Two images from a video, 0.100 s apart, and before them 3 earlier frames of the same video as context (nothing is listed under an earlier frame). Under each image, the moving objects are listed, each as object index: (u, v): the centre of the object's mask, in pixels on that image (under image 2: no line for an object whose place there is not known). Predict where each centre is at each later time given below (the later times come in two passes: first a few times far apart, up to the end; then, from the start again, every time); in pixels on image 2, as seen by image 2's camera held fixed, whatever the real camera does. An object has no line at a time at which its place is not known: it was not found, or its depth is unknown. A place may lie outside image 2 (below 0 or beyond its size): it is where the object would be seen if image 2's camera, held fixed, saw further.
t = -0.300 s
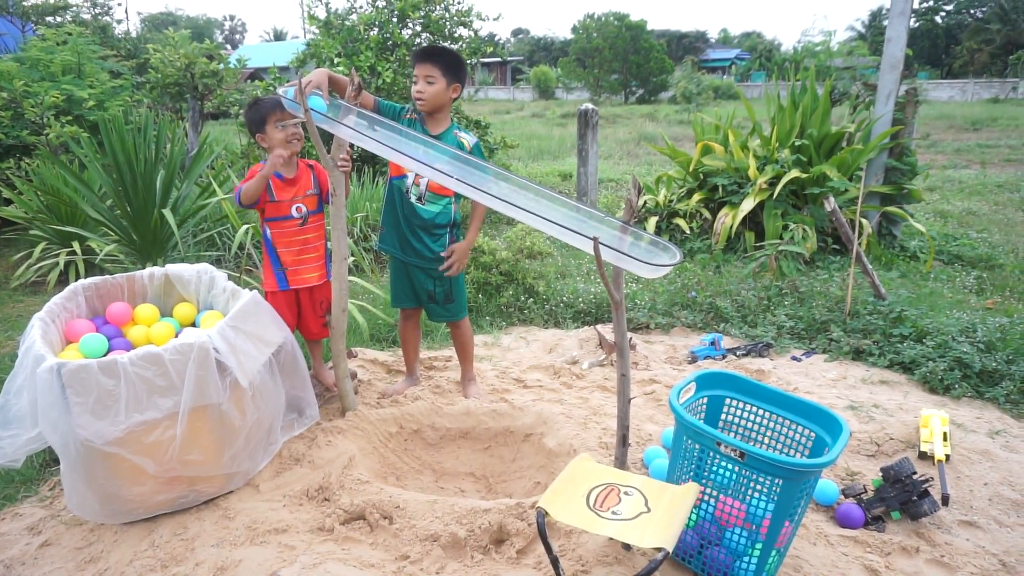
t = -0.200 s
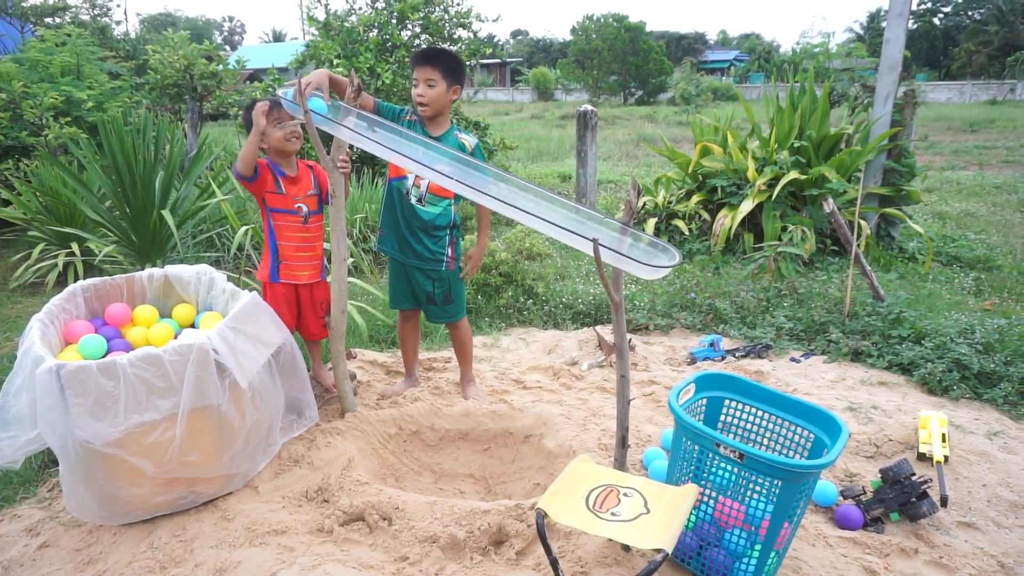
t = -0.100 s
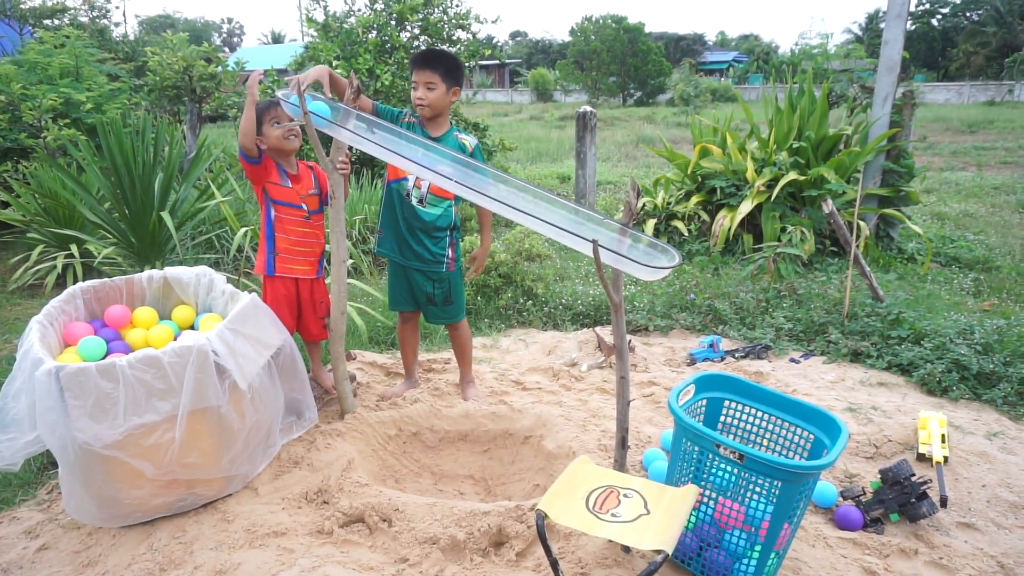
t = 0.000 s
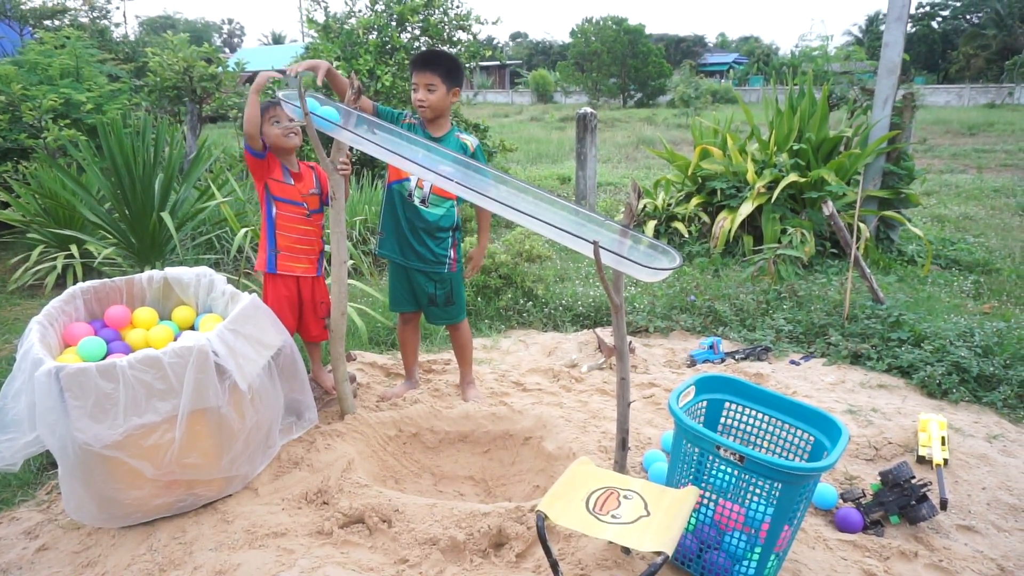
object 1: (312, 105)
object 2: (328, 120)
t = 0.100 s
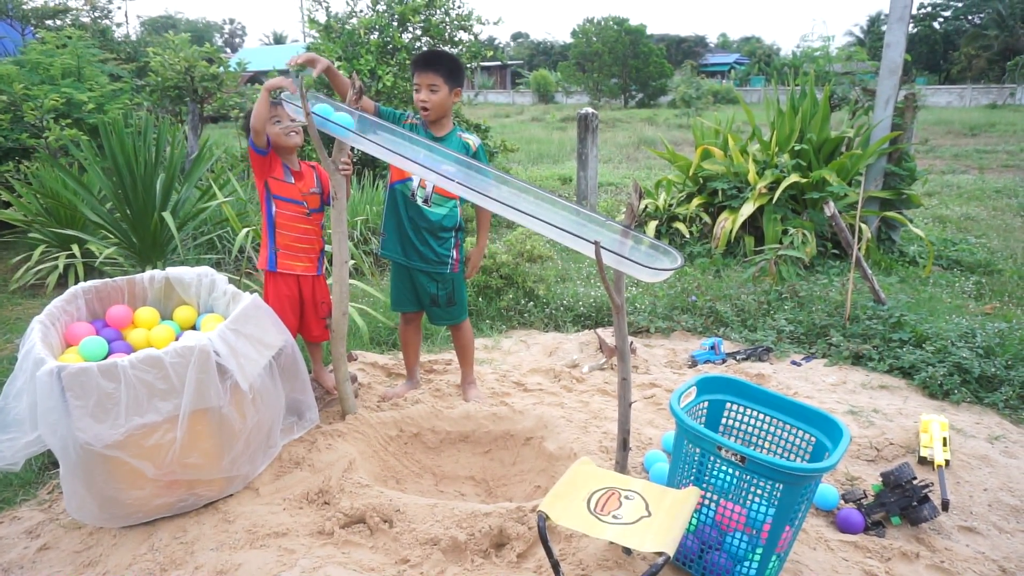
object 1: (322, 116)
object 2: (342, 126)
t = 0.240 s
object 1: (349, 128)
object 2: (369, 139)
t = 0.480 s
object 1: (408, 157)
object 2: (430, 166)
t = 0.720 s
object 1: (501, 196)
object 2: (530, 203)
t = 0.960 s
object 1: (631, 254)
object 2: (662, 256)
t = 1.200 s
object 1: (660, 254)
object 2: (713, 253)
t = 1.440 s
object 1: (654, 262)
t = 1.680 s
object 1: (650, 264)
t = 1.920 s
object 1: (655, 264)
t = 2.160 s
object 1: (649, 265)
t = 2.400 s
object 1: (652, 265)
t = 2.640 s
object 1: (650, 265)
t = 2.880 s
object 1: (650, 265)
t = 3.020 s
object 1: (650, 266)
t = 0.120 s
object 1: (325, 117)
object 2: (345, 128)
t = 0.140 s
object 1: (328, 120)
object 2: (349, 129)
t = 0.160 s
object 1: (333, 121)
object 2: (353, 131)
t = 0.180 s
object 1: (336, 122)
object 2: (357, 132)
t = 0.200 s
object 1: (340, 124)
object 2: (361, 135)
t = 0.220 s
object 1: (346, 126)
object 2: (365, 136)
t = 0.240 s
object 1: (349, 128)
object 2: (369, 139)
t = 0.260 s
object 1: (353, 130)
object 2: (373, 140)
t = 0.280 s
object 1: (357, 131)
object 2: (378, 139)
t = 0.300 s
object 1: (361, 134)
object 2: (383, 143)
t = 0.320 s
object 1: (365, 137)
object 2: (387, 147)
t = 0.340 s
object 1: (370, 138)
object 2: (392, 148)
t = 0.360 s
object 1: (375, 141)
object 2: (397, 151)
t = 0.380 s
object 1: (381, 143)
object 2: (401, 153)
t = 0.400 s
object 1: (385, 146)
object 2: (406, 156)
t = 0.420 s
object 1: (390, 149)
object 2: (411, 158)
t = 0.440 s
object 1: (395, 150)
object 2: (417, 160)
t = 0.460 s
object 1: (401, 154)
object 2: (424, 163)
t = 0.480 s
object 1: (408, 157)
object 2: (430, 166)
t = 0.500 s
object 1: (414, 160)
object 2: (439, 165)
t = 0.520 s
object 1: (421, 162)
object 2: (446, 167)
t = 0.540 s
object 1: (428, 165)
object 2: (453, 176)
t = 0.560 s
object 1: (435, 167)
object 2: (460, 178)
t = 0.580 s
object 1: (443, 169)
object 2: (468, 180)
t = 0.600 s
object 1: (451, 173)
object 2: (477, 181)
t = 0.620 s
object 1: (460, 178)
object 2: (486, 185)
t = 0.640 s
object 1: (467, 182)
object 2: (494, 188)
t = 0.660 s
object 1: (476, 180)
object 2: (503, 191)
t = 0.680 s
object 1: (484, 188)
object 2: (511, 198)
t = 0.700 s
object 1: (492, 192)
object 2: (520, 202)
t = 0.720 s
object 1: (501, 196)
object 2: (530, 203)
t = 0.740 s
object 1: (509, 200)
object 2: (539, 207)
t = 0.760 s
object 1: (519, 205)
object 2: (548, 215)
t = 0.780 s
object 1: (528, 210)
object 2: (558, 221)
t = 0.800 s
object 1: (538, 214)
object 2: (570, 221)
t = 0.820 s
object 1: (549, 218)
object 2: (581, 225)
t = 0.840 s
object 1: (559, 223)
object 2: (592, 230)
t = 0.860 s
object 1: (571, 228)
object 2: (604, 237)
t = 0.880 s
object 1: (583, 234)
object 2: (613, 247)
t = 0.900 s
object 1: (595, 239)
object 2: (626, 249)
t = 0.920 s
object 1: (610, 243)
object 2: (640, 252)
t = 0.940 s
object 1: (621, 250)
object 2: (651, 263)
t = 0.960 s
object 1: (631, 254)
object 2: (662, 256)
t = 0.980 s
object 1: (635, 254)
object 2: (666, 250)
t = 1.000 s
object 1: (640, 255)
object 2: (670, 243)
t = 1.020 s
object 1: (647, 254)
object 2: (675, 236)
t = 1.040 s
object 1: (652, 260)
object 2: (679, 232)
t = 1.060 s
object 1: (656, 261)
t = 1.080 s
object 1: (660, 260)
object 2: (688, 227)
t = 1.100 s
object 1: (661, 256)
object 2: (693, 227)
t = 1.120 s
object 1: (662, 255)
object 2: (698, 229)
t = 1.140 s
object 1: (662, 254)
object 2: (702, 233)
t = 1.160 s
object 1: (662, 254)
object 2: (706, 238)
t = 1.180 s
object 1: (661, 254)
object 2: (709, 245)
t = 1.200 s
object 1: (660, 254)
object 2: (713, 253)
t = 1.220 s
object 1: (658, 254)
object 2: (716, 263)
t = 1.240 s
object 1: (657, 255)
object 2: (720, 274)
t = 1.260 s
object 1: (654, 260)
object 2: (723, 287)
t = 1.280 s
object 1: (652, 264)
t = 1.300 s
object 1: (651, 265)
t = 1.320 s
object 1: (651, 265)
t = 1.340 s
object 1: (651, 264)
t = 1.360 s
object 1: (652, 264)
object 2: (735, 374)
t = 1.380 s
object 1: (652, 263)
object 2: (736, 393)
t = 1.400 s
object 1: (653, 262)
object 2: (737, 414)
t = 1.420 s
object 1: (653, 262)
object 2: (740, 434)
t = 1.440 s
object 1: (654, 262)
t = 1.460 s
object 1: (654, 262)
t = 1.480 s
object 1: (654, 263)
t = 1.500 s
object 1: (654, 264)
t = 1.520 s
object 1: (654, 264)
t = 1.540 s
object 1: (653, 265)
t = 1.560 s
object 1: (652, 265)
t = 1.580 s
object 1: (651, 265)
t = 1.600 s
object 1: (651, 265)
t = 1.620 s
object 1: (650, 265)
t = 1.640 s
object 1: (649, 264)
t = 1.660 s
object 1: (650, 265)
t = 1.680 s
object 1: (650, 264)
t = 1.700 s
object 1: (650, 265)
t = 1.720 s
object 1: (651, 264)
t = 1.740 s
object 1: (652, 265)
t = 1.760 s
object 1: (652, 264)
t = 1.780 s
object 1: (653, 264)
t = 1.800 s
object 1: (655, 264)
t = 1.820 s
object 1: (656, 264)
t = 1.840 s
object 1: (656, 263)
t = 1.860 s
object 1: (656, 263)
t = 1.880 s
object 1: (657, 263)
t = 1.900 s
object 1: (656, 263)
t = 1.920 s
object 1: (655, 264)
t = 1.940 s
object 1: (654, 264)
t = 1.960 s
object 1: (653, 264)
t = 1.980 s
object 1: (652, 265)
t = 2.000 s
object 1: (651, 265)
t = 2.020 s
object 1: (650, 265)
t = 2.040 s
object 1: (650, 265)
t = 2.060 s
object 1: (649, 265)
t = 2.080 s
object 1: (649, 265)
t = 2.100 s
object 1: (649, 265)
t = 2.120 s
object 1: (649, 265)
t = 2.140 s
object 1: (649, 265)
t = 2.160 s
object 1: (649, 265)
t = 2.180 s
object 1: (650, 266)
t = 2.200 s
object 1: (651, 266)
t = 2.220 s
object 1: (651, 266)
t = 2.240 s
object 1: (651, 265)
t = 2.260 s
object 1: (652, 266)
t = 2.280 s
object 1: (652, 266)
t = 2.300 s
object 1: (652, 266)
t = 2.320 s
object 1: (652, 266)
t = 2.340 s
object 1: (652, 265)
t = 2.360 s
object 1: (652, 265)
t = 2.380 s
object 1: (652, 265)
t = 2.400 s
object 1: (652, 265)
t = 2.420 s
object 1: (651, 265)
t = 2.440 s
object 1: (651, 265)
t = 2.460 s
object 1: (651, 265)
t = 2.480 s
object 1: (650, 266)
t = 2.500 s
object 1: (650, 266)
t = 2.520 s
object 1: (650, 265)
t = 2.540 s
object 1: (650, 266)
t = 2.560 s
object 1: (649, 265)
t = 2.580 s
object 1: (649, 265)
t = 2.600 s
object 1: (649, 265)
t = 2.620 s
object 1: (649, 265)
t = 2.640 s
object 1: (650, 265)
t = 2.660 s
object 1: (650, 266)
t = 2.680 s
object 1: (651, 265)
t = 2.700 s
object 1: (651, 265)
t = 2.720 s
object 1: (651, 265)
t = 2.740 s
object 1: (651, 265)
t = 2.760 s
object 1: (650, 266)
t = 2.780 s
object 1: (650, 266)
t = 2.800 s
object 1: (650, 266)
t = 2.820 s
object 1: (650, 266)
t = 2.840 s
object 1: (650, 266)
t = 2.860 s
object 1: (651, 265)
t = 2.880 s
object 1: (650, 265)
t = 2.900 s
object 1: (650, 265)
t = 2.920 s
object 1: (651, 265)
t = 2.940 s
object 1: (651, 266)
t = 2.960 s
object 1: (651, 265)
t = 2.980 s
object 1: (650, 266)
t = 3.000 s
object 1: (650, 266)
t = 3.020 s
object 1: (650, 266)
